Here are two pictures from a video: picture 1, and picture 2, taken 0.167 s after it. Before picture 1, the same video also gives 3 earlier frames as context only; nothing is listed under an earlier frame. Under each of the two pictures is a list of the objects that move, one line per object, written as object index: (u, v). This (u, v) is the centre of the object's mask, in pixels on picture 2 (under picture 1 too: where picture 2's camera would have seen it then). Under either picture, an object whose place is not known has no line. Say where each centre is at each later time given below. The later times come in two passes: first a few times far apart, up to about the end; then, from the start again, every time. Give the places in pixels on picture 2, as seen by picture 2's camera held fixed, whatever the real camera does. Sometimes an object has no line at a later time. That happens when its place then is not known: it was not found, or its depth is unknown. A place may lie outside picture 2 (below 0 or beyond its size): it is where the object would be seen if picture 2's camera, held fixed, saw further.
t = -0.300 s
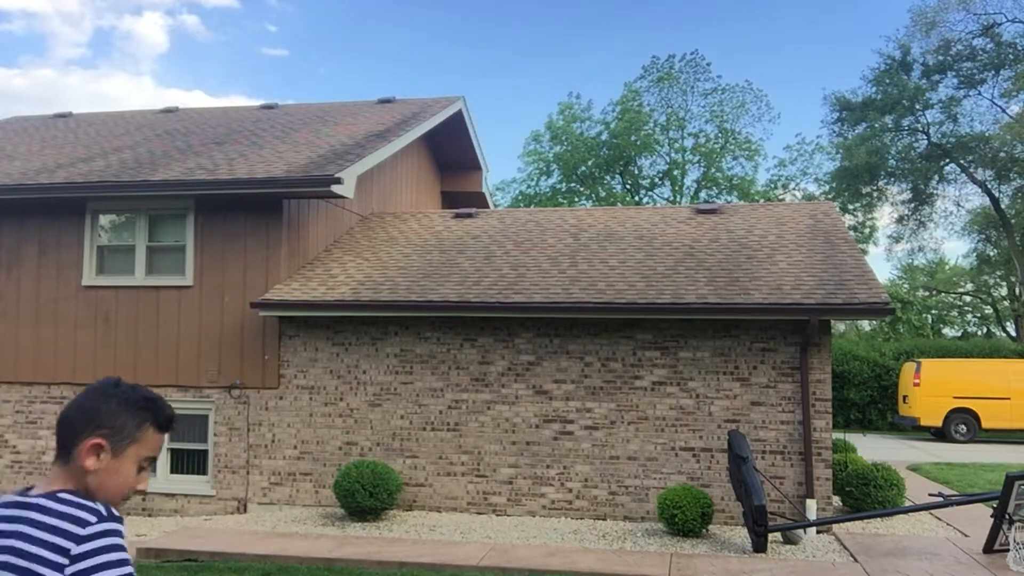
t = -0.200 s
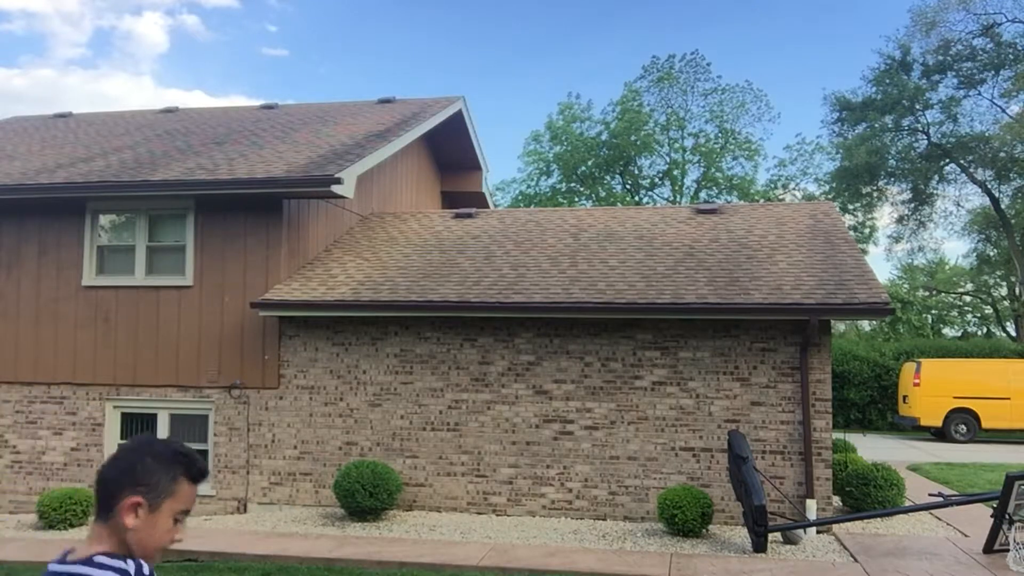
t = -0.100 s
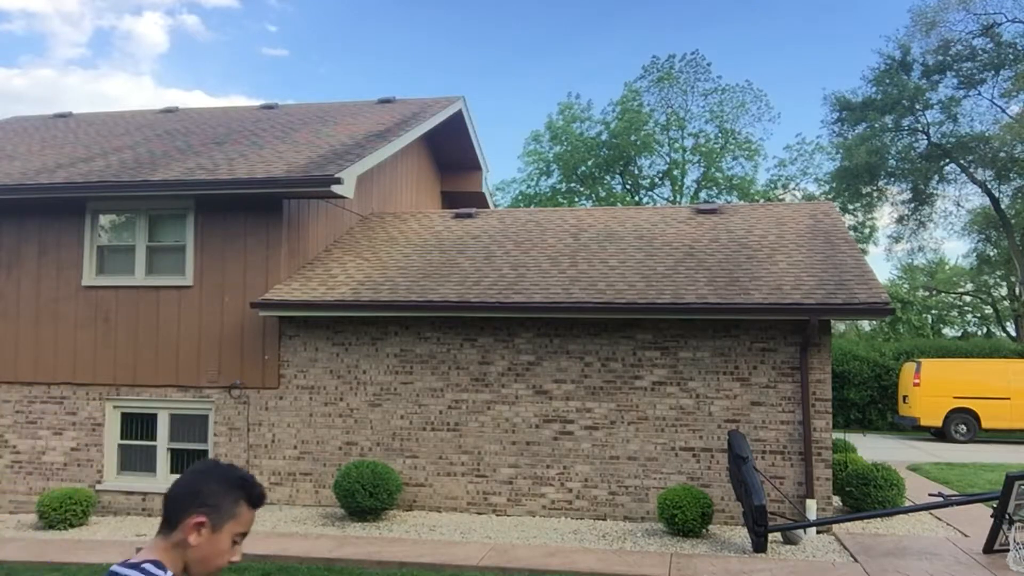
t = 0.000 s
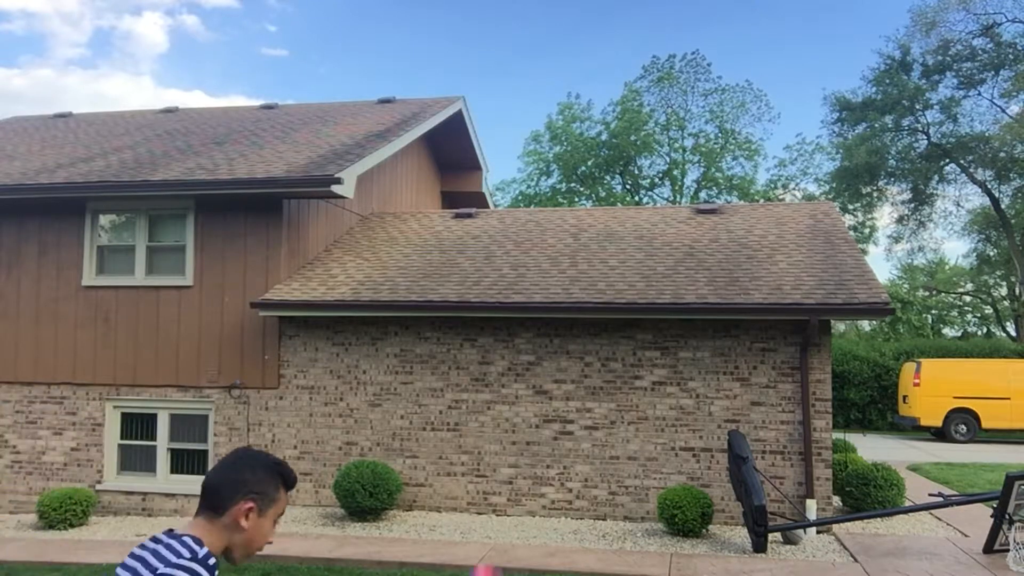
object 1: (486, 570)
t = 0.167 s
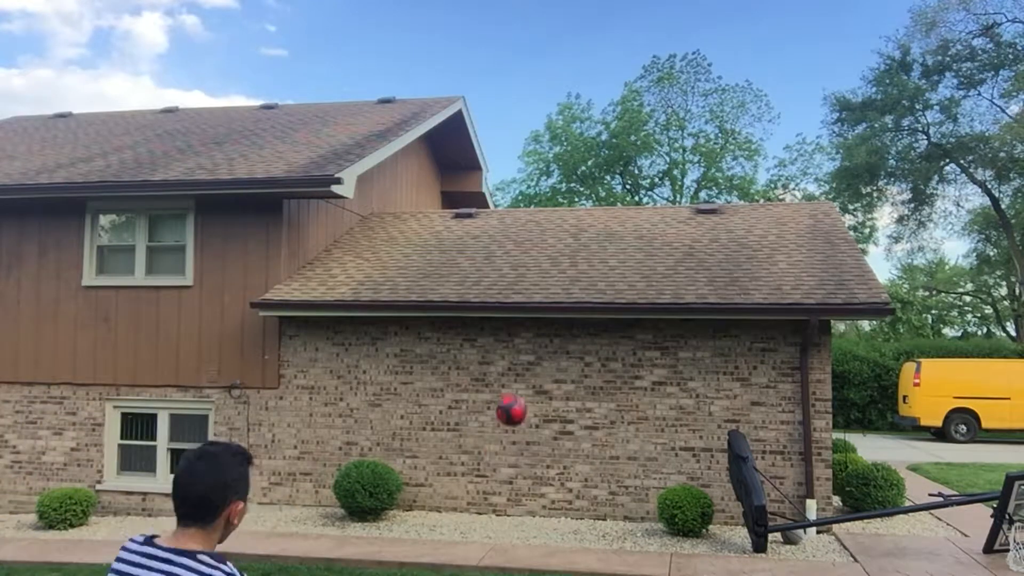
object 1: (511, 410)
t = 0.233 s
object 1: (515, 387)
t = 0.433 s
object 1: (522, 369)
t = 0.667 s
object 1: (507, 402)
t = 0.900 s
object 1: (453, 514)
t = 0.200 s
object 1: (514, 397)
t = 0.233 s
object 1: (515, 387)
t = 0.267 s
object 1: (517, 379)
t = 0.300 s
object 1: (519, 373)
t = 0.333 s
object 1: (520, 370)
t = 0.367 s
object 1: (521, 368)
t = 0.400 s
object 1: (522, 368)
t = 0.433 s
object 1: (522, 369)
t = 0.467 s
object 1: (524, 370)
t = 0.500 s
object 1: (524, 372)
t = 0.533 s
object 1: (526, 375)
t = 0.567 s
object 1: (525, 378)
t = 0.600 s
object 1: (520, 385)
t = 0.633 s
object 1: (513, 394)
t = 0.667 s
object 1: (507, 402)
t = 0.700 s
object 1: (500, 413)
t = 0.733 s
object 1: (493, 426)
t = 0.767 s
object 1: (486, 439)
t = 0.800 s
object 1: (478, 455)
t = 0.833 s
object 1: (471, 471)
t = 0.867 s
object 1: (462, 491)
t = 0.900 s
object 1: (453, 514)
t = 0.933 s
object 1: (443, 538)
